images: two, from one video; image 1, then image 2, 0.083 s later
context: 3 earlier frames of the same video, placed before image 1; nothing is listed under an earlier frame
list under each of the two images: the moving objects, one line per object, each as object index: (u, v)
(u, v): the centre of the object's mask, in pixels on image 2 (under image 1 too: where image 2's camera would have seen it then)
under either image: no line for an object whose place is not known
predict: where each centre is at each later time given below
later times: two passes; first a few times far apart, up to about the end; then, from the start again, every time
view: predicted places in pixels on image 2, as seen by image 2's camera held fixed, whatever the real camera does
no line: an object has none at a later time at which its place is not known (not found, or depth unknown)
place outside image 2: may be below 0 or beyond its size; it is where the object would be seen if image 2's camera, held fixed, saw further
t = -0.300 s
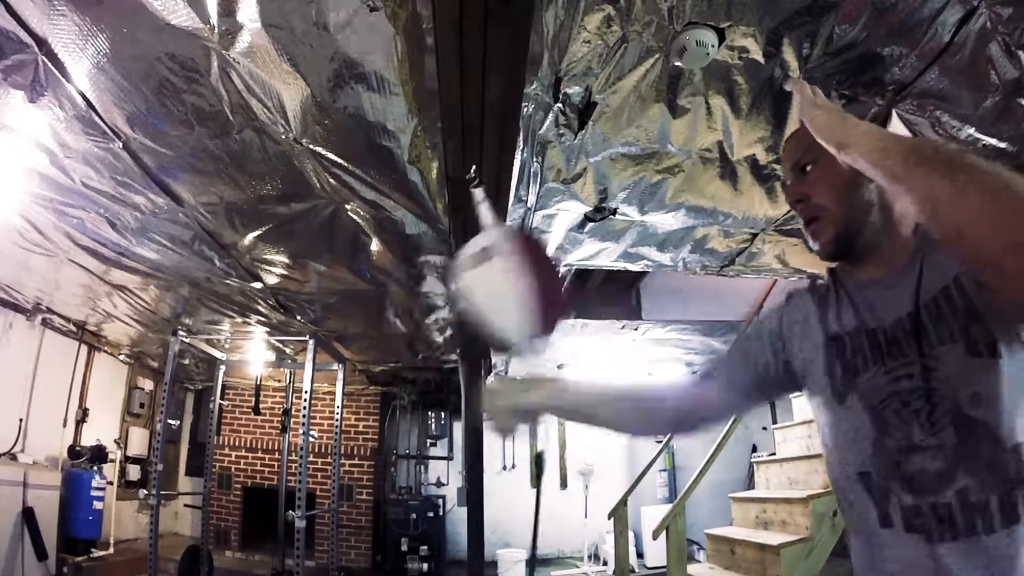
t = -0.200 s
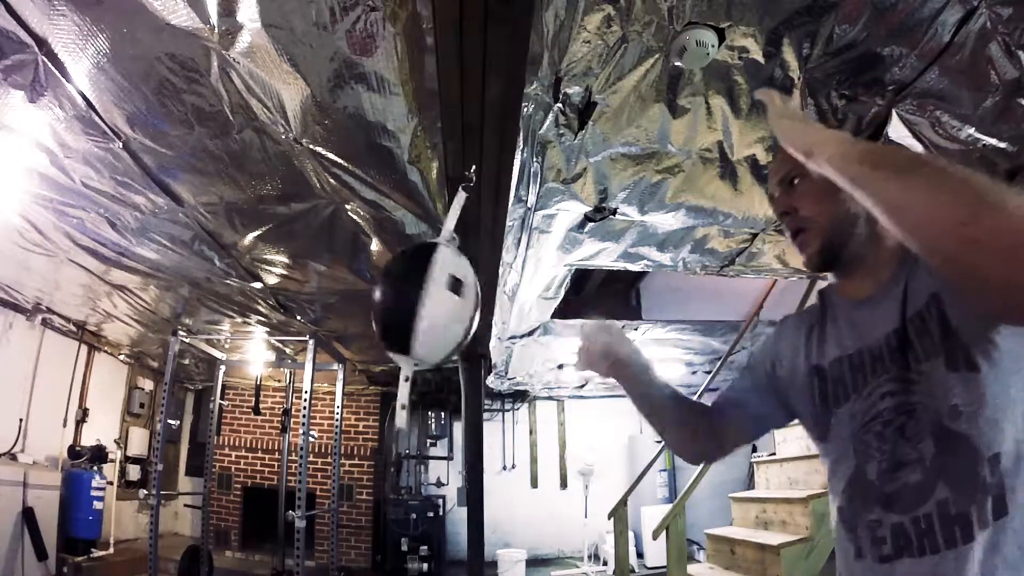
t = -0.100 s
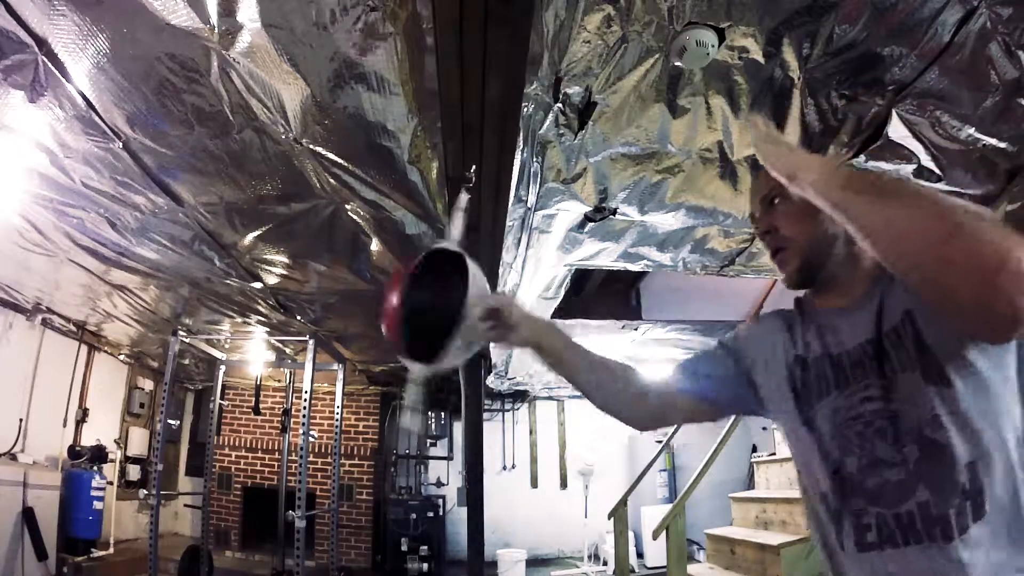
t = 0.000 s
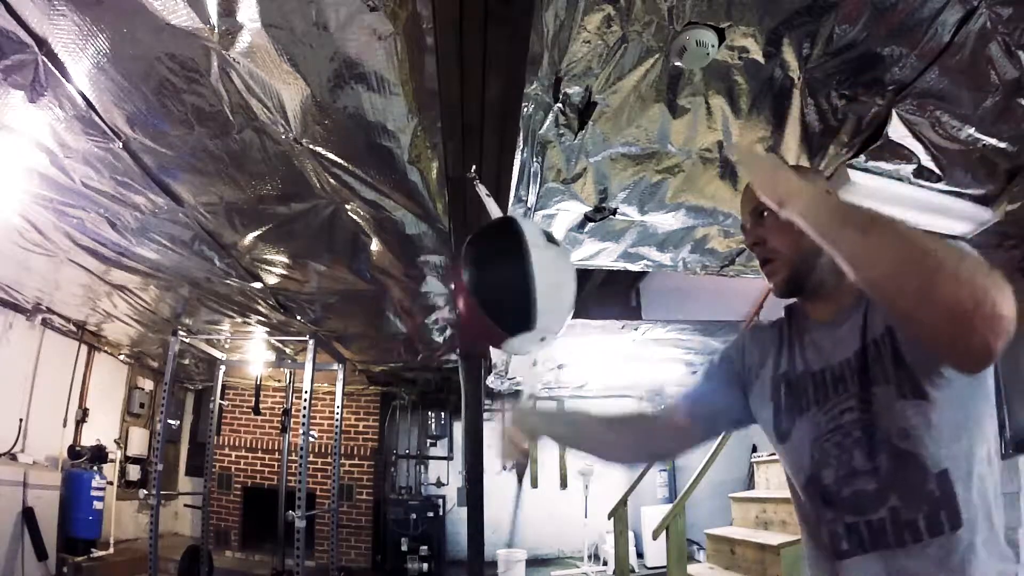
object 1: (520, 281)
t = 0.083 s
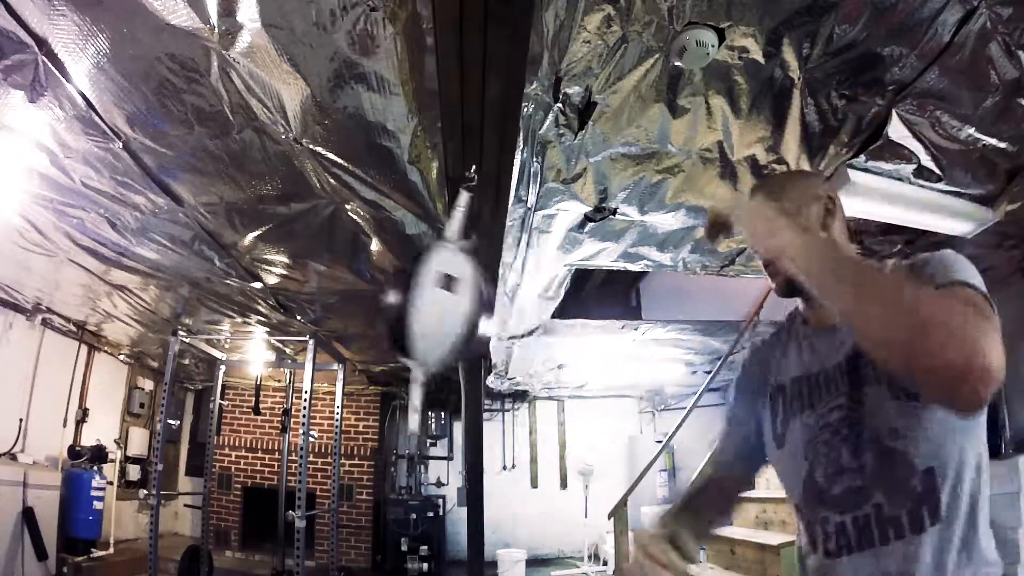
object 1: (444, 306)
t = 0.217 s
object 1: (483, 298)
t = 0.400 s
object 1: (466, 300)
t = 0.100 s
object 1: (441, 304)
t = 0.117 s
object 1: (446, 301)
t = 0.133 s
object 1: (469, 300)
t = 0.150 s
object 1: (495, 291)
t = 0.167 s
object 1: (509, 290)
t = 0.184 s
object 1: (509, 292)
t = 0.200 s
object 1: (500, 295)
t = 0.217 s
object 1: (483, 298)
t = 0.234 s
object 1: (460, 304)
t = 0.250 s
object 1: (442, 303)
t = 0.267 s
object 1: (436, 304)
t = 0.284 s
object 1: (439, 305)
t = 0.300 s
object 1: (451, 304)
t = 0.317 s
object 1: (465, 300)
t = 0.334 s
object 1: (478, 295)
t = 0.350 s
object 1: (492, 291)
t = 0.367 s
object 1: (499, 288)
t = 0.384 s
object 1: (487, 292)
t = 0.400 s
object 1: (466, 300)
